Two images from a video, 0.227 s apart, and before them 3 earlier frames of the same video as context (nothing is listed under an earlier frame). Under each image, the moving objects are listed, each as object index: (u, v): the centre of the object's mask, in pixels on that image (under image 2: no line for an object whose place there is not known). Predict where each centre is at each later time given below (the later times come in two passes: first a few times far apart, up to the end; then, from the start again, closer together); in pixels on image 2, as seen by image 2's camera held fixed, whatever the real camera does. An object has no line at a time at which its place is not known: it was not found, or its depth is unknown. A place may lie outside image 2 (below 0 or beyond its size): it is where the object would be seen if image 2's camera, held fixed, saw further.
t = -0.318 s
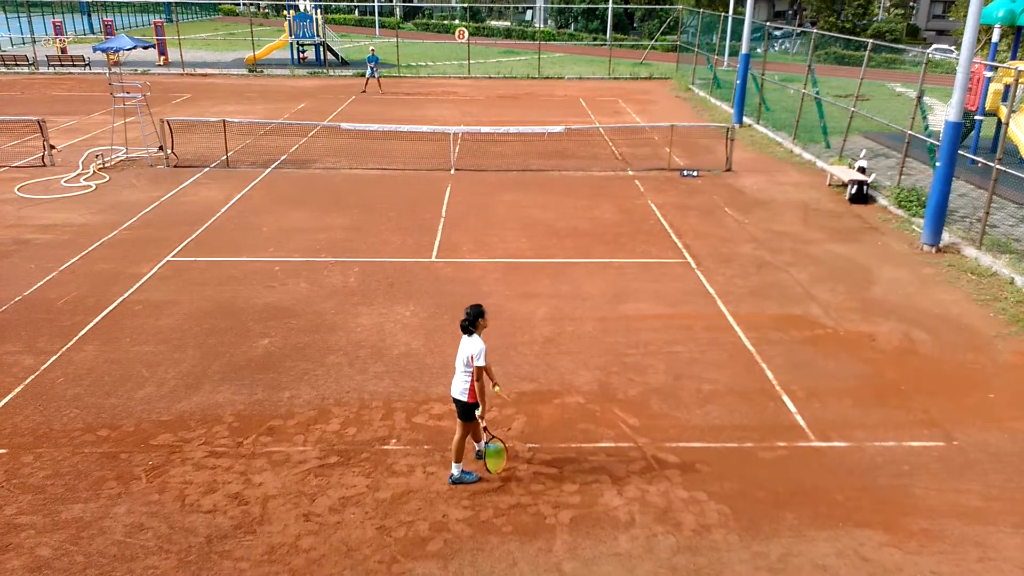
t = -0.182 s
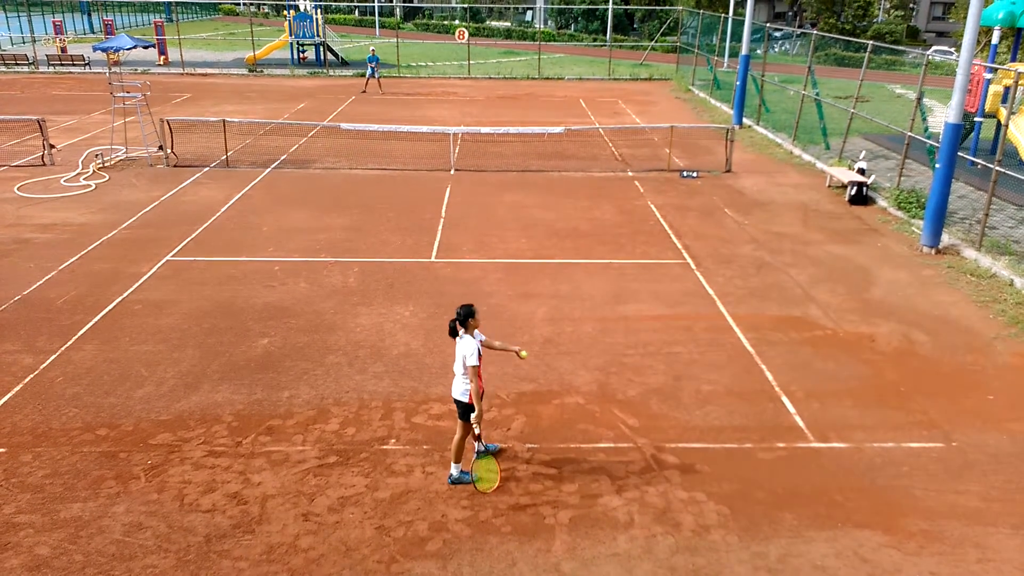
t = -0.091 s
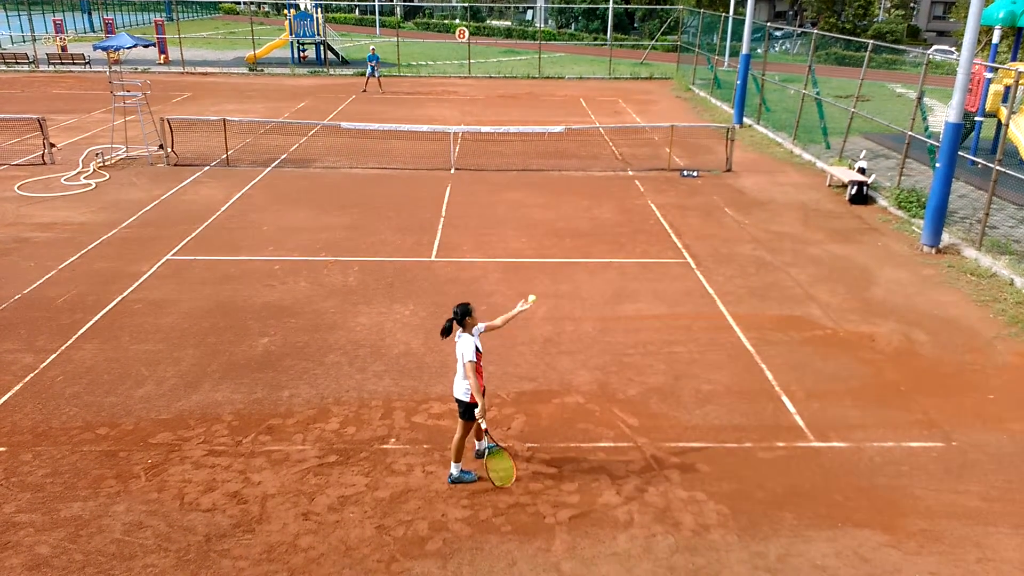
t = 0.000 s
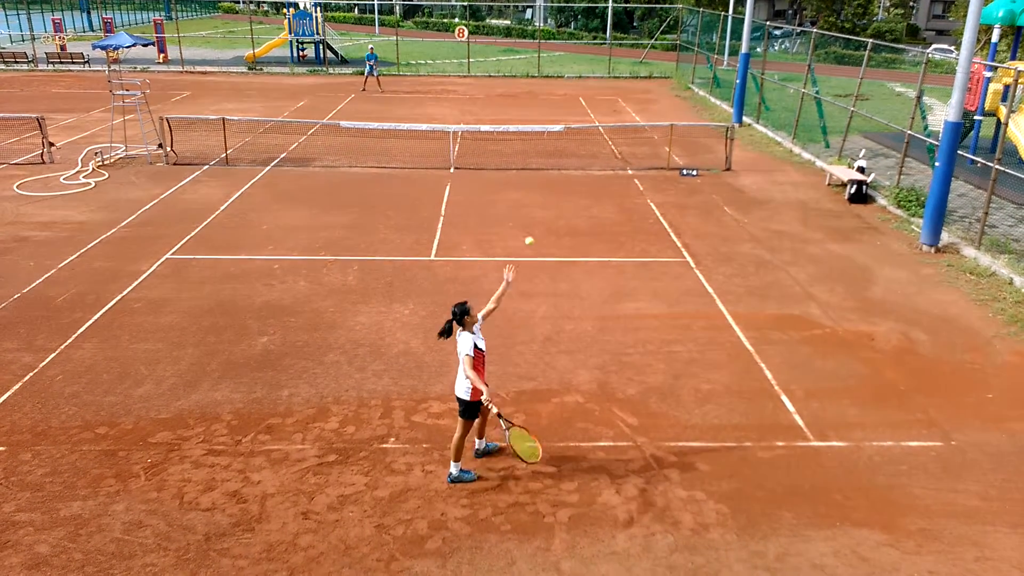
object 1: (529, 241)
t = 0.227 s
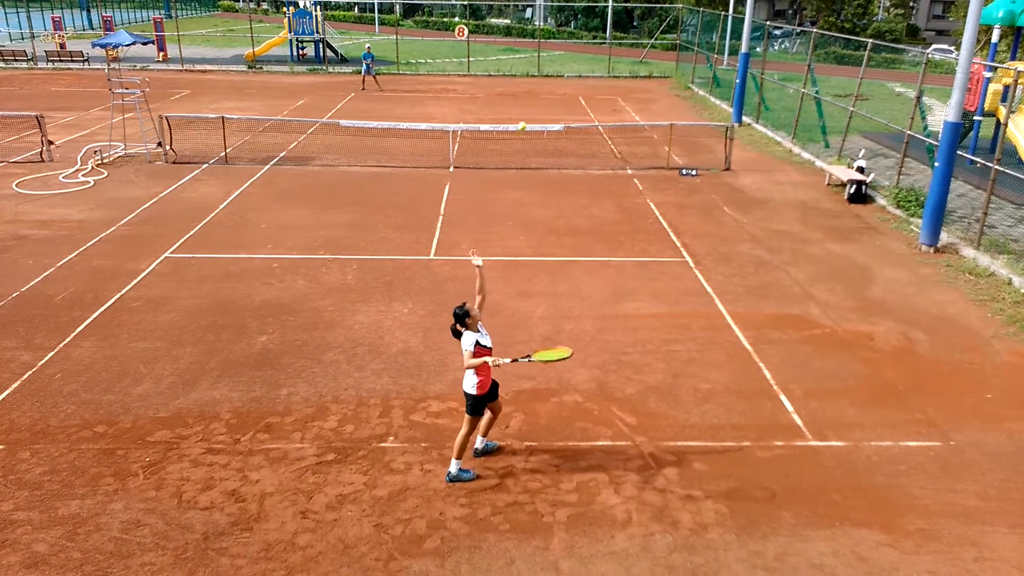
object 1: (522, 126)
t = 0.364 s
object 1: (517, 81)
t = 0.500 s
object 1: (511, 56)
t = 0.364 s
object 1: (517, 81)
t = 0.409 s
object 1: (515, 70)
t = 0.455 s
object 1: (513, 61)
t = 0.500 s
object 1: (511, 56)
